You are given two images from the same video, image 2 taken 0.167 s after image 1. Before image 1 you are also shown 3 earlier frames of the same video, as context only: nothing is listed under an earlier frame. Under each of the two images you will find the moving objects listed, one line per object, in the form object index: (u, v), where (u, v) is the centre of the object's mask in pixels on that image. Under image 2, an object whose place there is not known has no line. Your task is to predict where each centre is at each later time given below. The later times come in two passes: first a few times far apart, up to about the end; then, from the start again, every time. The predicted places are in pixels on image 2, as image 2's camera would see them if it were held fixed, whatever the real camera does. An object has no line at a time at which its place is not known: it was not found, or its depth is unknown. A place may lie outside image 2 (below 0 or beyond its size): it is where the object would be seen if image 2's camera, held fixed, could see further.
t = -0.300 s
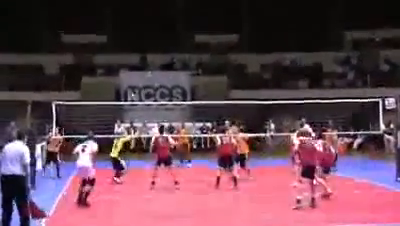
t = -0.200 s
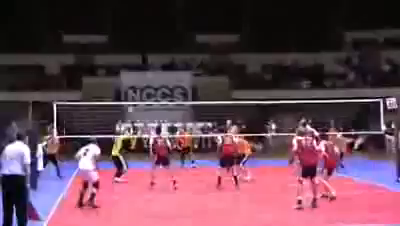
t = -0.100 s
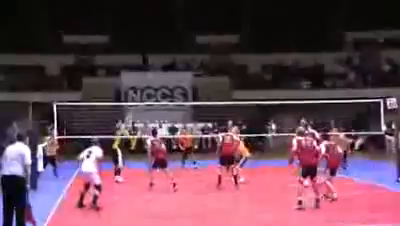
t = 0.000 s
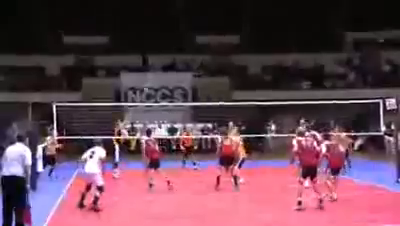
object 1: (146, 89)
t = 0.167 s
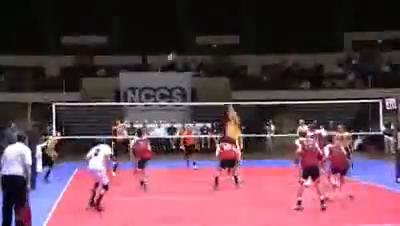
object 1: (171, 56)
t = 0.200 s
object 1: (175, 51)
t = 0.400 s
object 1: (205, 27)
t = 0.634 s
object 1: (239, 15)
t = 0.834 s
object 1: (267, 18)
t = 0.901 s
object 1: (276, 22)
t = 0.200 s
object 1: (175, 51)
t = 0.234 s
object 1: (180, 47)
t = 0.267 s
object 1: (185, 42)
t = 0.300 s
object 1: (190, 37)
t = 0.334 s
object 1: (196, 33)
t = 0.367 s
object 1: (201, 29)
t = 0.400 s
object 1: (205, 27)
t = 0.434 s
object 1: (210, 25)
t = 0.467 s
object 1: (215, 22)
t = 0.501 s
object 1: (220, 20)
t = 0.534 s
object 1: (224, 19)
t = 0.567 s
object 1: (230, 17)
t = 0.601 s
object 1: (234, 16)
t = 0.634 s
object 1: (239, 15)
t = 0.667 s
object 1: (244, 15)
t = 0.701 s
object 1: (249, 15)
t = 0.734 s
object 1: (253, 15)
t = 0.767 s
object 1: (257, 16)
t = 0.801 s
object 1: (262, 17)
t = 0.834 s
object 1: (267, 18)
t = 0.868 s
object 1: (272, 19)
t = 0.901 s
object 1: (276, 22)
